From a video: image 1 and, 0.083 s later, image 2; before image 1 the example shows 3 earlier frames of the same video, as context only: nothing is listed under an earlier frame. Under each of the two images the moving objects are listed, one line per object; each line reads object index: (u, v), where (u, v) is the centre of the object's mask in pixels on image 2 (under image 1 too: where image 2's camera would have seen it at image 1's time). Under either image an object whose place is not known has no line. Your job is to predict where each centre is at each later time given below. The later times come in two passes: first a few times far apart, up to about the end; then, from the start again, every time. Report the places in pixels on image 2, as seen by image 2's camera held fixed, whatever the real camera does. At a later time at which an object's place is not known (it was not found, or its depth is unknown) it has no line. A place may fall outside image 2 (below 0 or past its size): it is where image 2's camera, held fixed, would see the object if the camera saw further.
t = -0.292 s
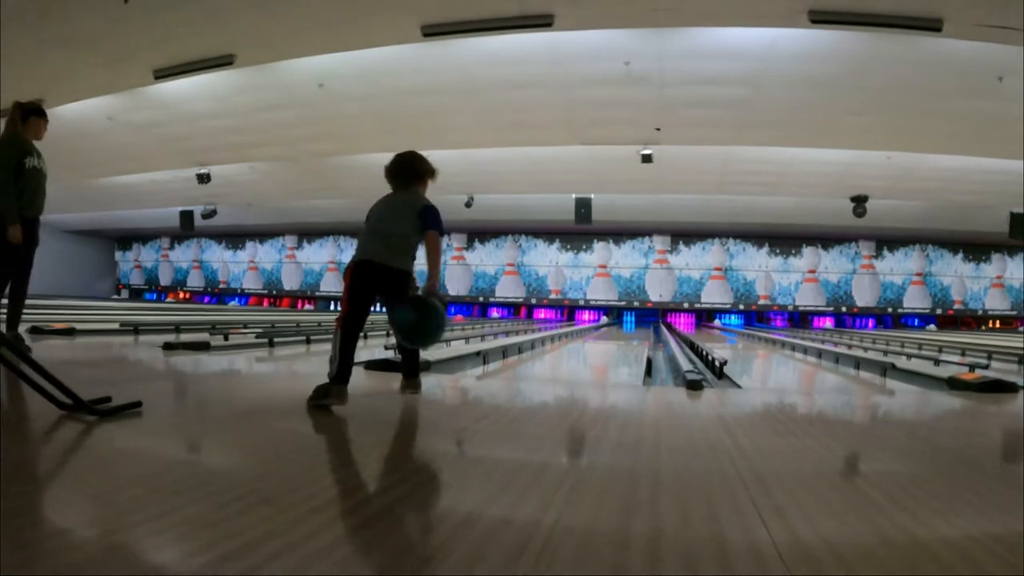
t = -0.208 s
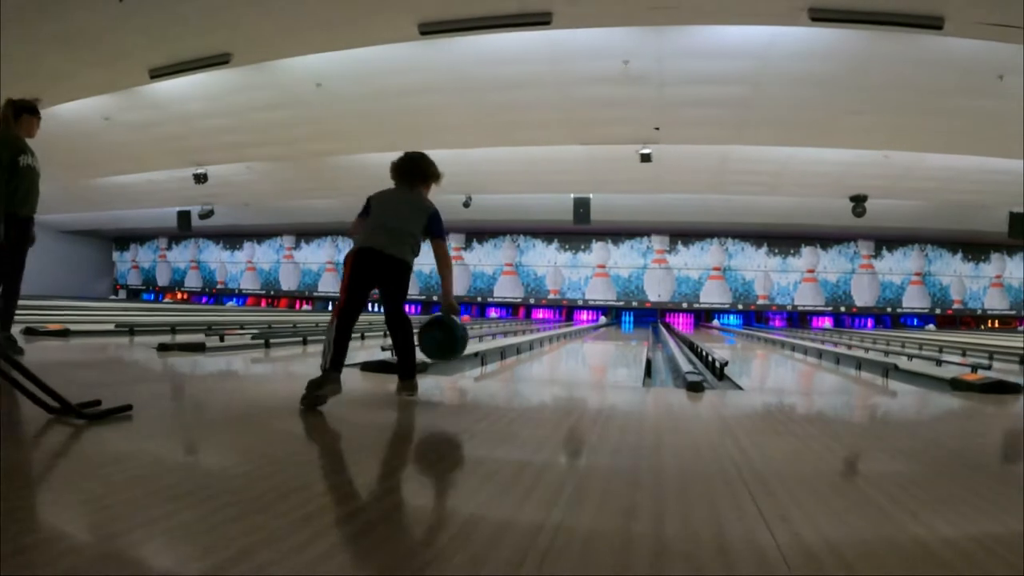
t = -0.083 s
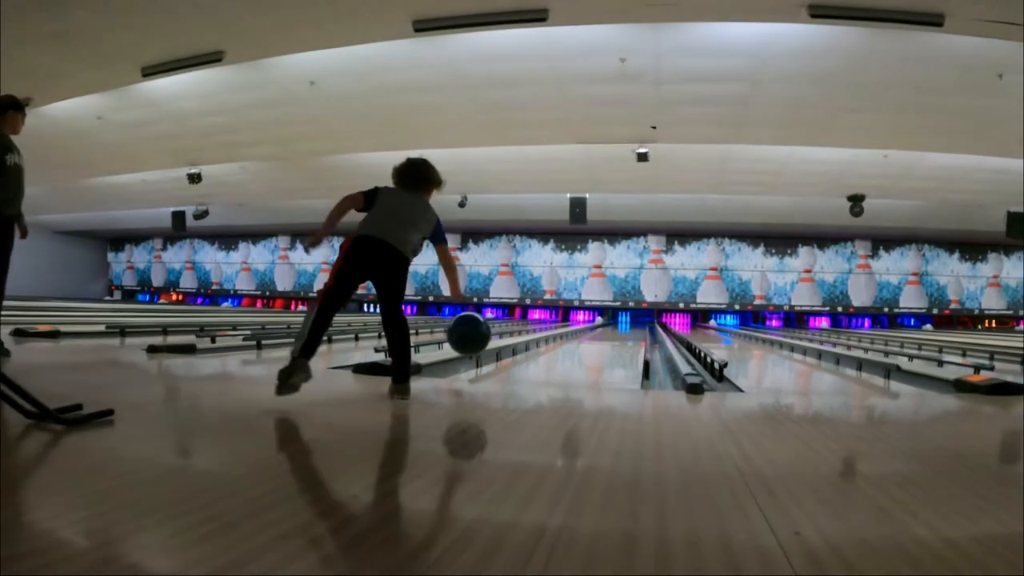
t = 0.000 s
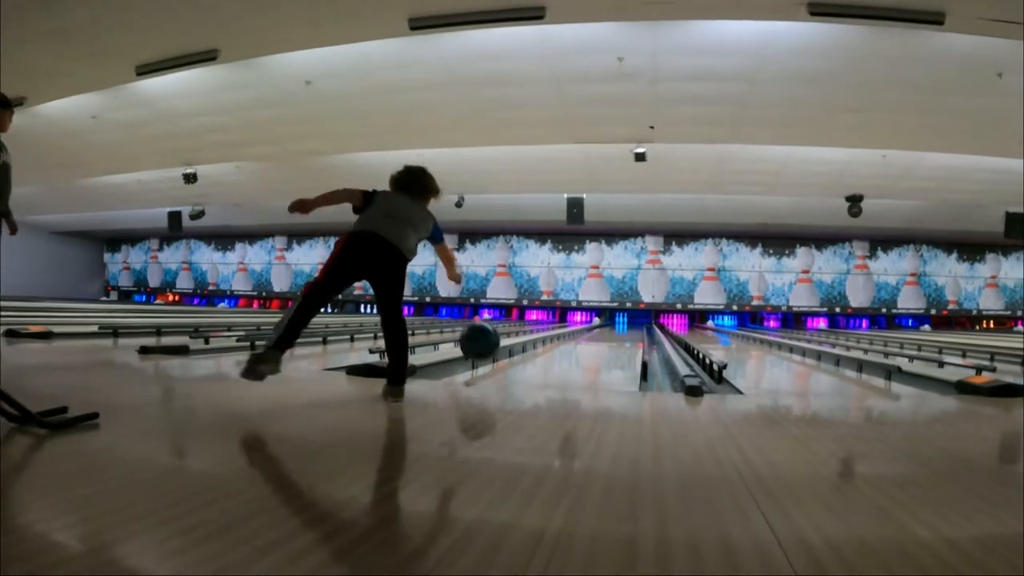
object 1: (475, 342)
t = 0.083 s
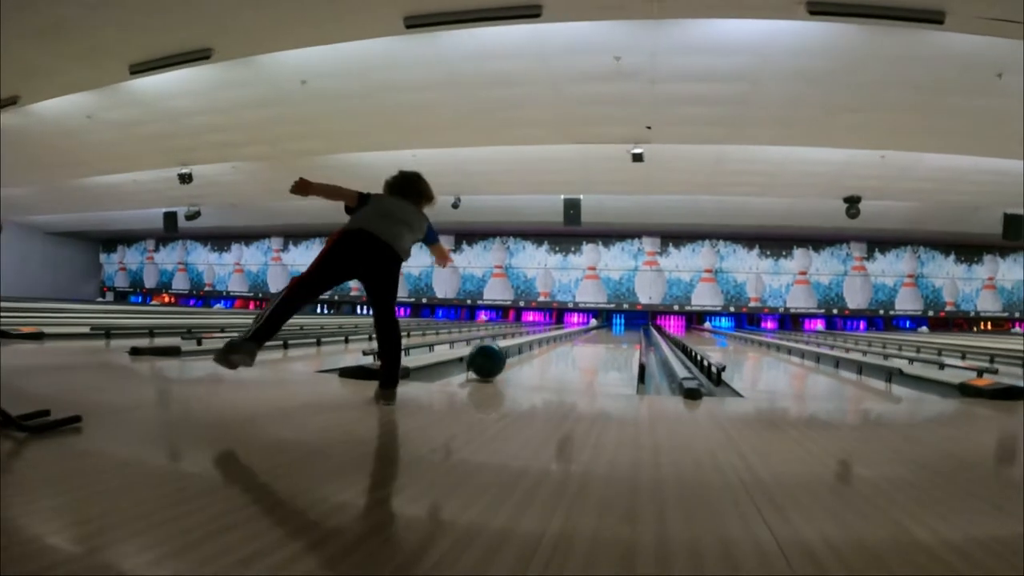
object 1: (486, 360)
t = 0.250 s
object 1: (506, 354)
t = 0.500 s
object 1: (526, 346)
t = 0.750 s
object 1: (539, 342)
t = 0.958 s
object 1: (547, 338)
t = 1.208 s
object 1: (553, 335)
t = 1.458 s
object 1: (559, 332)
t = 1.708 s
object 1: (569, 330)
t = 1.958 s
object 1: (578, 328)
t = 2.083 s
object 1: (583, 328)
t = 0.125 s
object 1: (492, 355)
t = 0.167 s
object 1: (497, 353)
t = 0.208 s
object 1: (502, 353)
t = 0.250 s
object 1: (506, 354)
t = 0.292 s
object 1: (510, 352)
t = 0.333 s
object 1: (513, 351)
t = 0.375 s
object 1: (517, 350)
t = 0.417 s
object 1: (520, 348)
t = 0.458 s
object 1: (523, 347)
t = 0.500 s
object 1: (526, 346)
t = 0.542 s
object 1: (528, 345)
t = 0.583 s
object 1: (531, 345)
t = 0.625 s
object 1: (533, 344)
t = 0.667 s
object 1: (535, 343)
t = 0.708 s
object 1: (538, 342)
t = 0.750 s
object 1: (539, 342)
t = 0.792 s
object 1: (541, 341)
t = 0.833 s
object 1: (543, 340)
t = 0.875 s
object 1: (544, 340)
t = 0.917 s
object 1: (545, 339)
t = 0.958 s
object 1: (547, 338)
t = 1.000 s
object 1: (548, 337)
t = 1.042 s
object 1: (549, 337)
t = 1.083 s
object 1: (550, 336)
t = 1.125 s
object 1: (551, 336)
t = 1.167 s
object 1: (552, 335)
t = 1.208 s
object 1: (553, 335)
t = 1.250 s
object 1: (554, 334)
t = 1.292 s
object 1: (555, 334)
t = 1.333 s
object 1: (555, 333)
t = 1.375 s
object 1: (556, 333)
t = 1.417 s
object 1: (558, 332)
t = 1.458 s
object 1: (559, 332)
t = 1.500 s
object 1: (561, 332)
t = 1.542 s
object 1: (563, 331)
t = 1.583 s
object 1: (564, 331)
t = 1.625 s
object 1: (566, 331)
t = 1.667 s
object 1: (567, 331)
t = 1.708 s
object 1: (569, 330)
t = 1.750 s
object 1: (571, 330)
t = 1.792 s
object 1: (571, 329)
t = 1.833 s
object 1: (572, 329)
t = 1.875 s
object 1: (575, 329)
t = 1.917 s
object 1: (577, 328)
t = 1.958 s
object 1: (578, 328)
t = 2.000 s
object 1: (580, 329)
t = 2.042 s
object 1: (582, 328)
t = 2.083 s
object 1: (583, 328)
